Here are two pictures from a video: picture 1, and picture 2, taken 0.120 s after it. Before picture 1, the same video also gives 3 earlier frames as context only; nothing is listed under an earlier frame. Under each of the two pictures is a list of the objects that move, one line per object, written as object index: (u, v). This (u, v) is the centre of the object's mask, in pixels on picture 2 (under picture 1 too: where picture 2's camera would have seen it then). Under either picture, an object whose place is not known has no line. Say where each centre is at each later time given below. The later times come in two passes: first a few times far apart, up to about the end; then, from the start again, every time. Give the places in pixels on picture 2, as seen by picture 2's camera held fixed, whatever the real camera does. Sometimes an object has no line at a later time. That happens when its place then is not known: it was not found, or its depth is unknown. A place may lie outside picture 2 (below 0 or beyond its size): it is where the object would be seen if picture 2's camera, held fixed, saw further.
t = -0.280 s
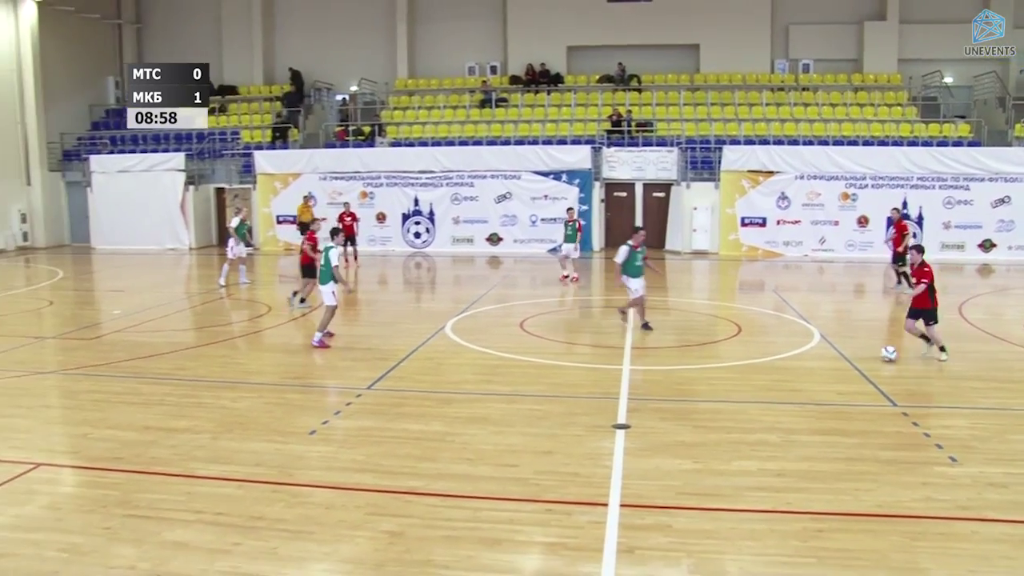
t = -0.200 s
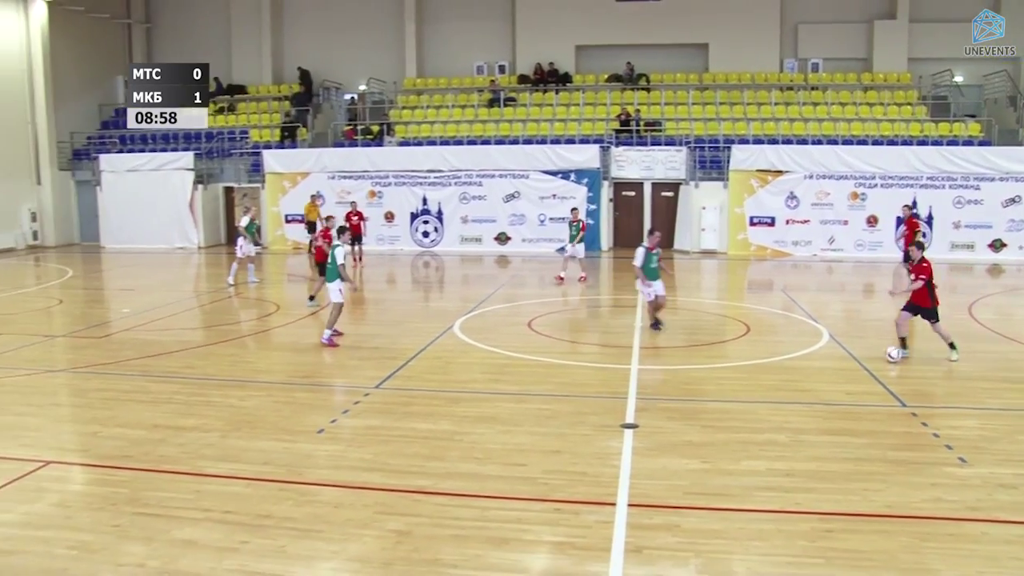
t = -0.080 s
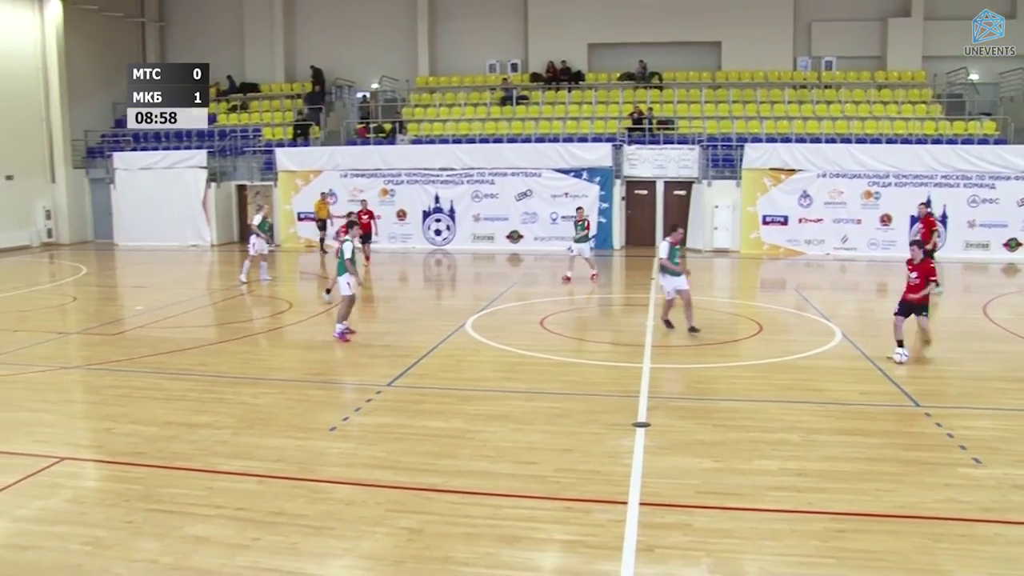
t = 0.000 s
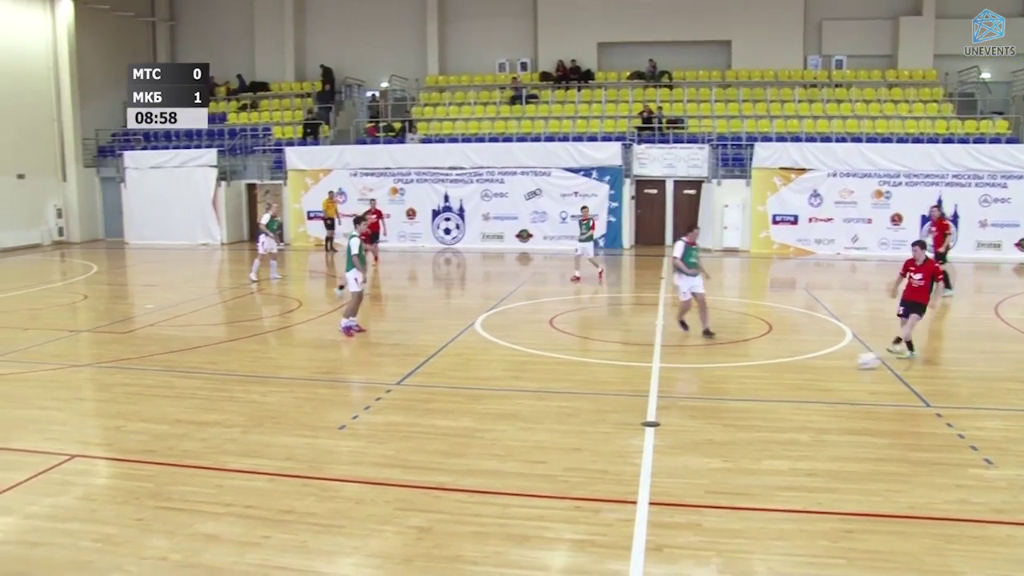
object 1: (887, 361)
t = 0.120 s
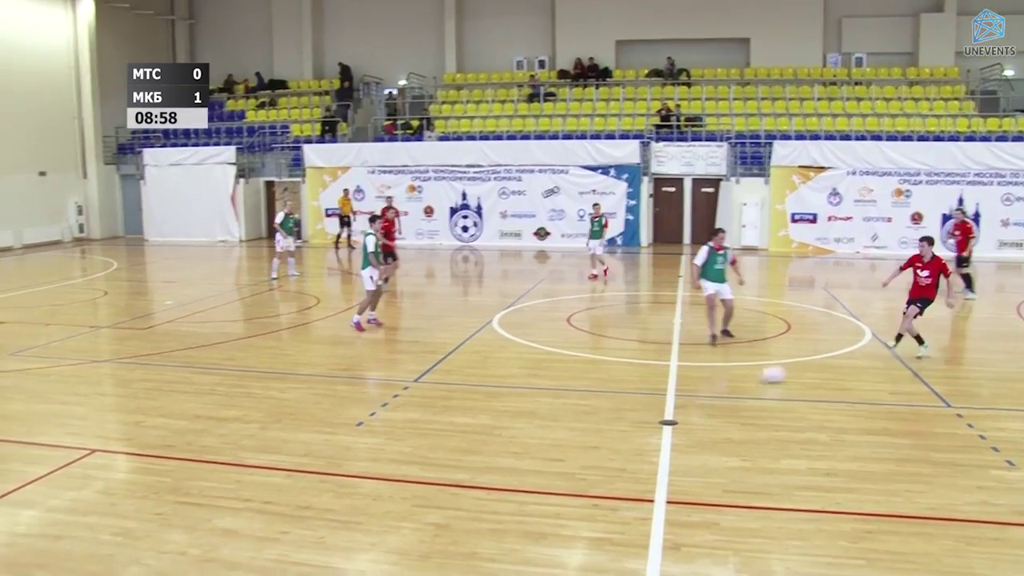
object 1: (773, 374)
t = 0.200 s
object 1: (690, 385)
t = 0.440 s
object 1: (418, 412)
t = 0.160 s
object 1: (732, 380)
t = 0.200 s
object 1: (690, 385)
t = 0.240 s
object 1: (648, 388)
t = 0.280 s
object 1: (604, 393)
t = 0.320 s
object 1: (558, 398)
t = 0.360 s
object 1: (513, 402)
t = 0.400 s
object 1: (465, 407)
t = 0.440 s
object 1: (418, 412)
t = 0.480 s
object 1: (371, 416)
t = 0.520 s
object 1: (322, 420)
